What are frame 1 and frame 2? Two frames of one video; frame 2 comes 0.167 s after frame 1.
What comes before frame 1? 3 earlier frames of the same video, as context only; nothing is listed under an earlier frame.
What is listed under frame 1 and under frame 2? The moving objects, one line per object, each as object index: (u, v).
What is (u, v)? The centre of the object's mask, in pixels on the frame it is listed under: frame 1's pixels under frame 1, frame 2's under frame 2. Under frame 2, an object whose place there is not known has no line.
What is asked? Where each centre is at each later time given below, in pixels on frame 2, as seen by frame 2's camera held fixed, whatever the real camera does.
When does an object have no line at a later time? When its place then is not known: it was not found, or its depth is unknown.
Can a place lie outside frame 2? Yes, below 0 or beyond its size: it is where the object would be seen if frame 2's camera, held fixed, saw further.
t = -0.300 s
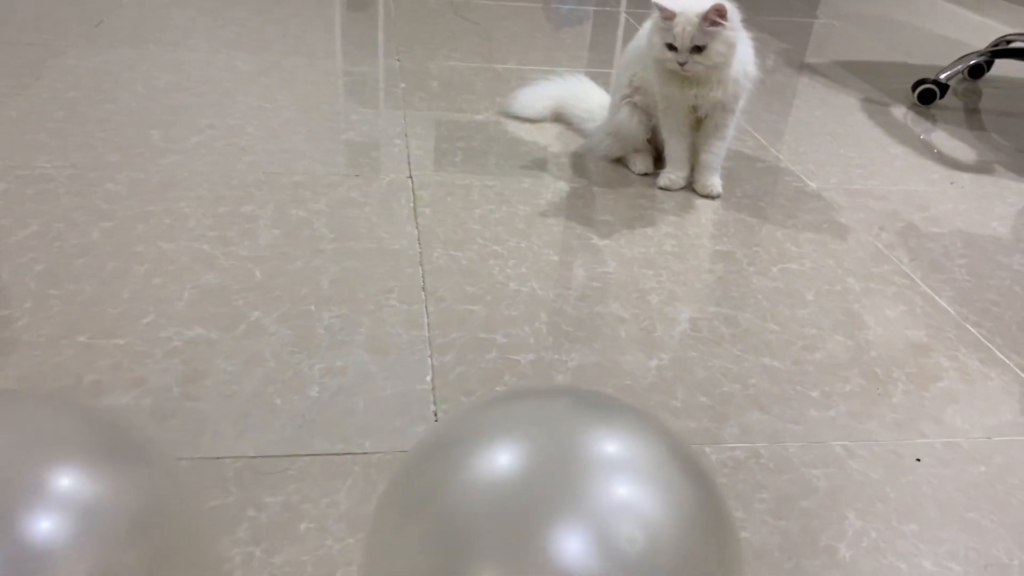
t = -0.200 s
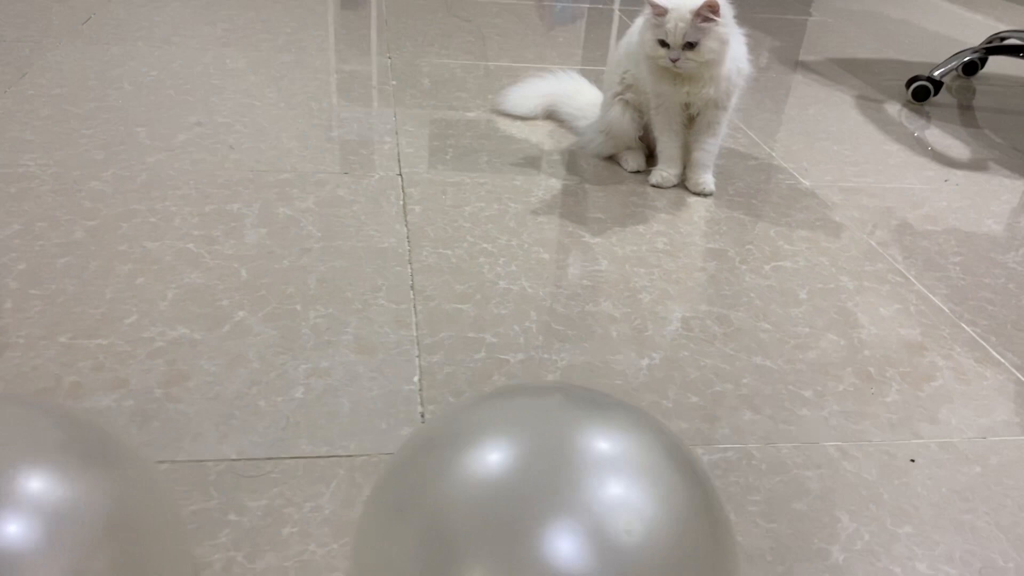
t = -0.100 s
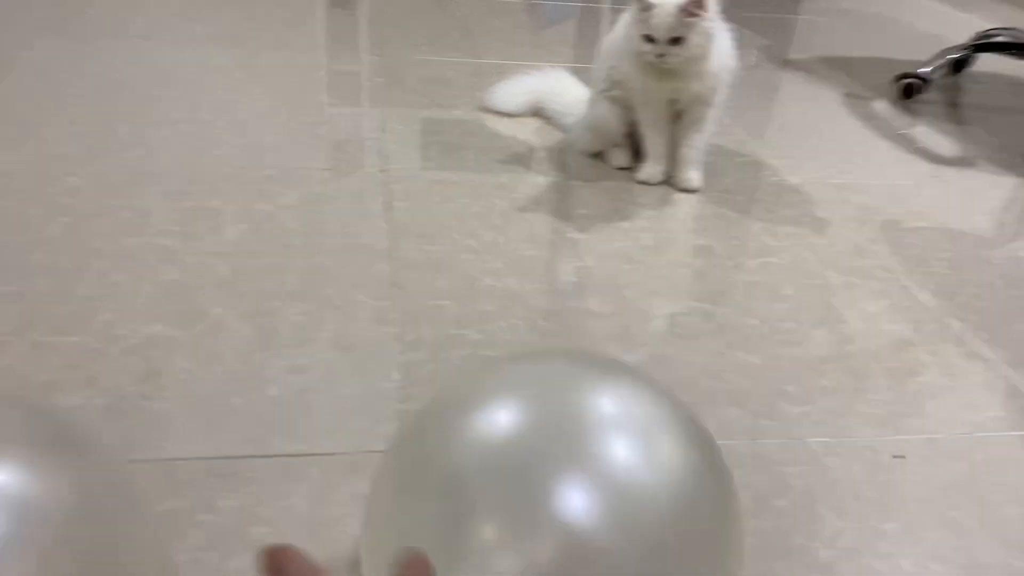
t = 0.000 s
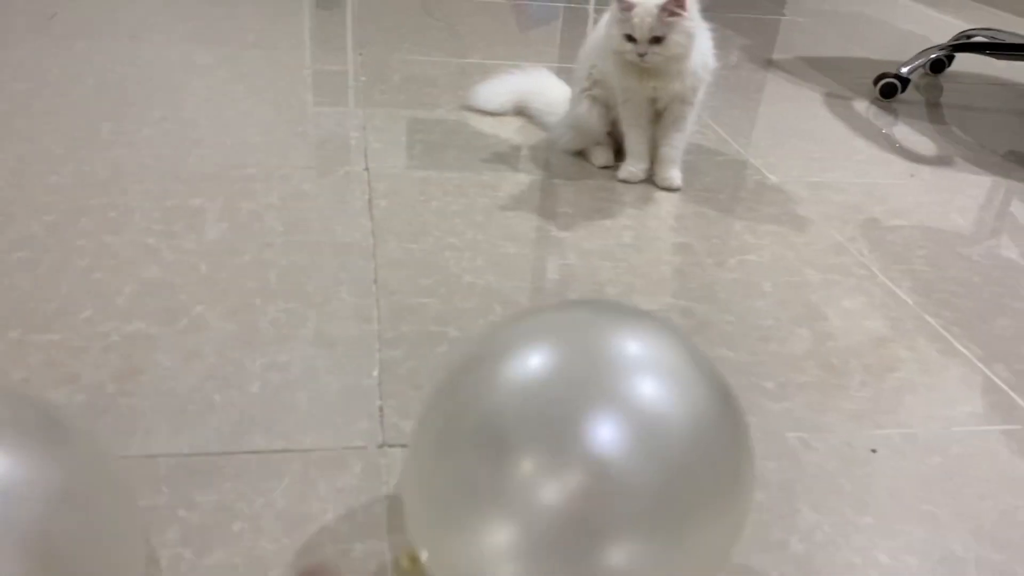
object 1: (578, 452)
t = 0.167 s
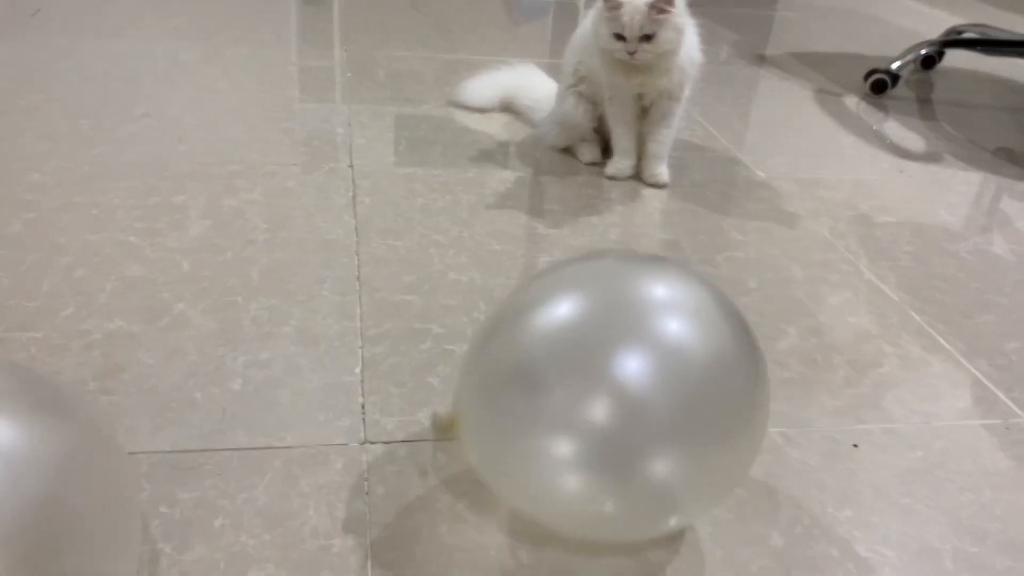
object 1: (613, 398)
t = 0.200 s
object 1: (622, 385)
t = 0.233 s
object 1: (628, 373)
